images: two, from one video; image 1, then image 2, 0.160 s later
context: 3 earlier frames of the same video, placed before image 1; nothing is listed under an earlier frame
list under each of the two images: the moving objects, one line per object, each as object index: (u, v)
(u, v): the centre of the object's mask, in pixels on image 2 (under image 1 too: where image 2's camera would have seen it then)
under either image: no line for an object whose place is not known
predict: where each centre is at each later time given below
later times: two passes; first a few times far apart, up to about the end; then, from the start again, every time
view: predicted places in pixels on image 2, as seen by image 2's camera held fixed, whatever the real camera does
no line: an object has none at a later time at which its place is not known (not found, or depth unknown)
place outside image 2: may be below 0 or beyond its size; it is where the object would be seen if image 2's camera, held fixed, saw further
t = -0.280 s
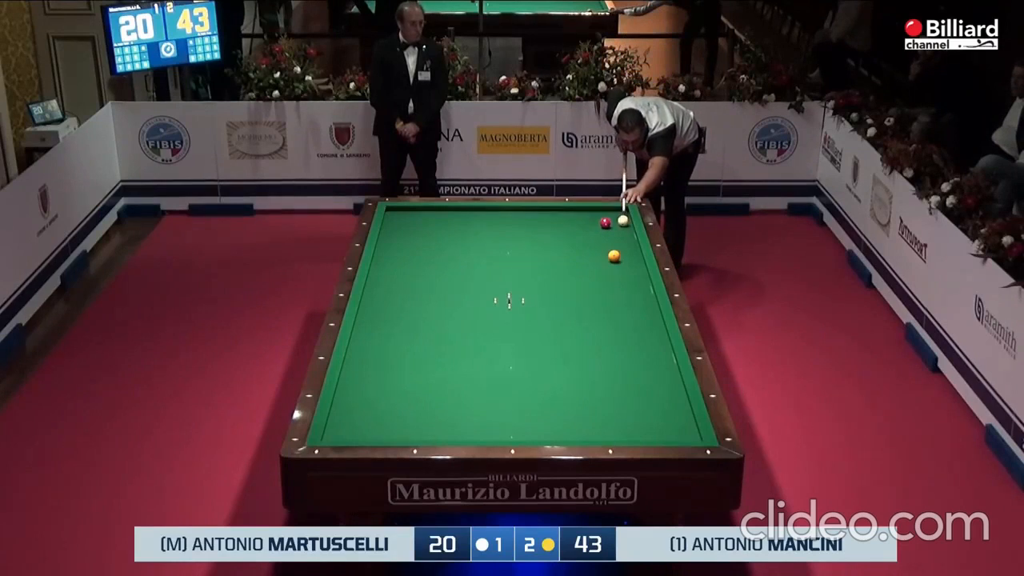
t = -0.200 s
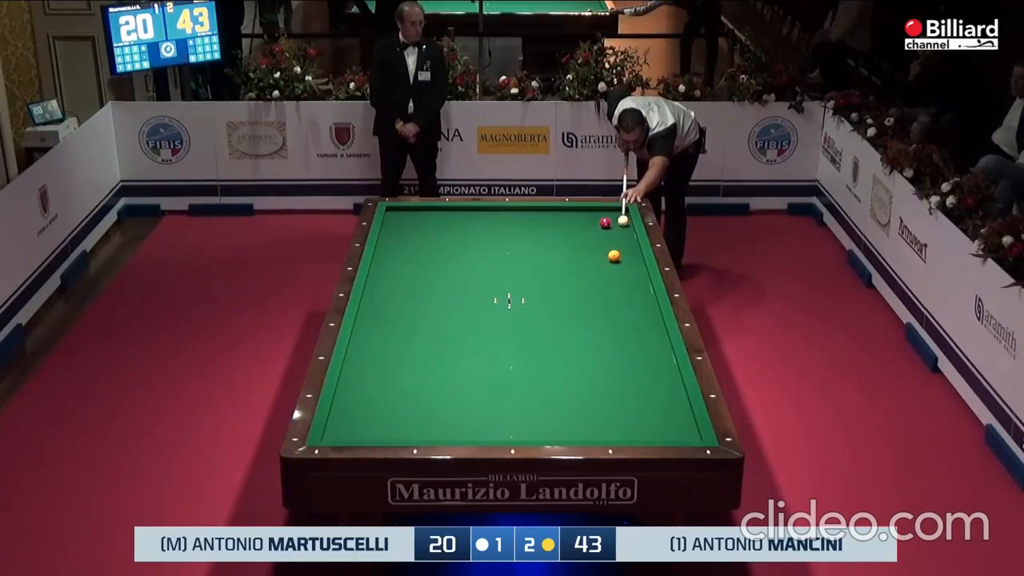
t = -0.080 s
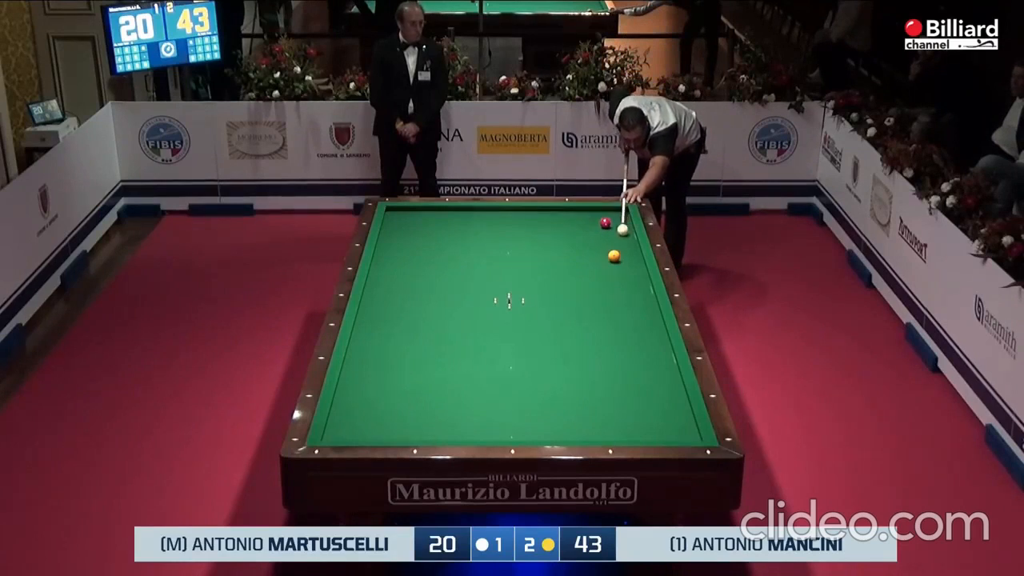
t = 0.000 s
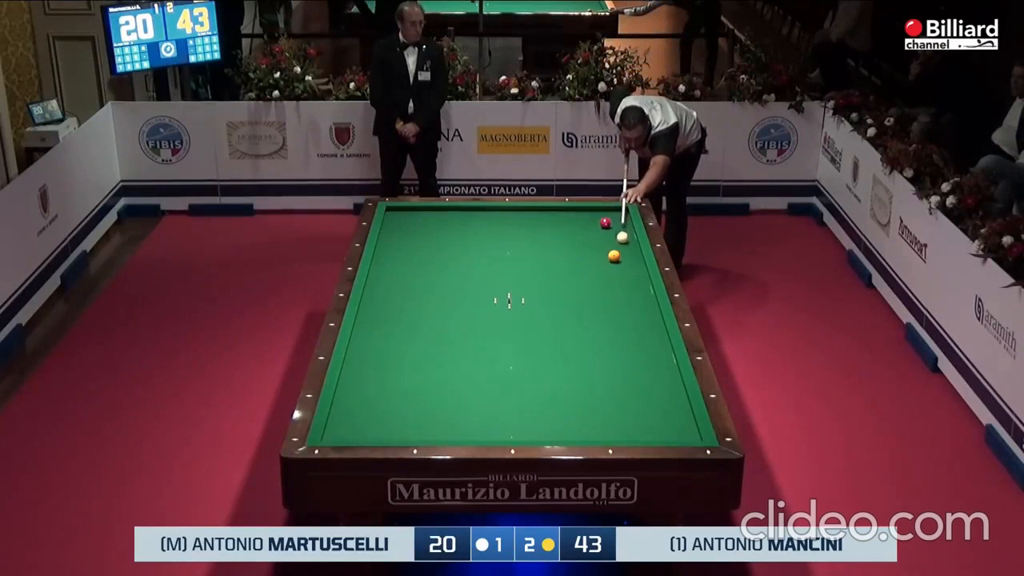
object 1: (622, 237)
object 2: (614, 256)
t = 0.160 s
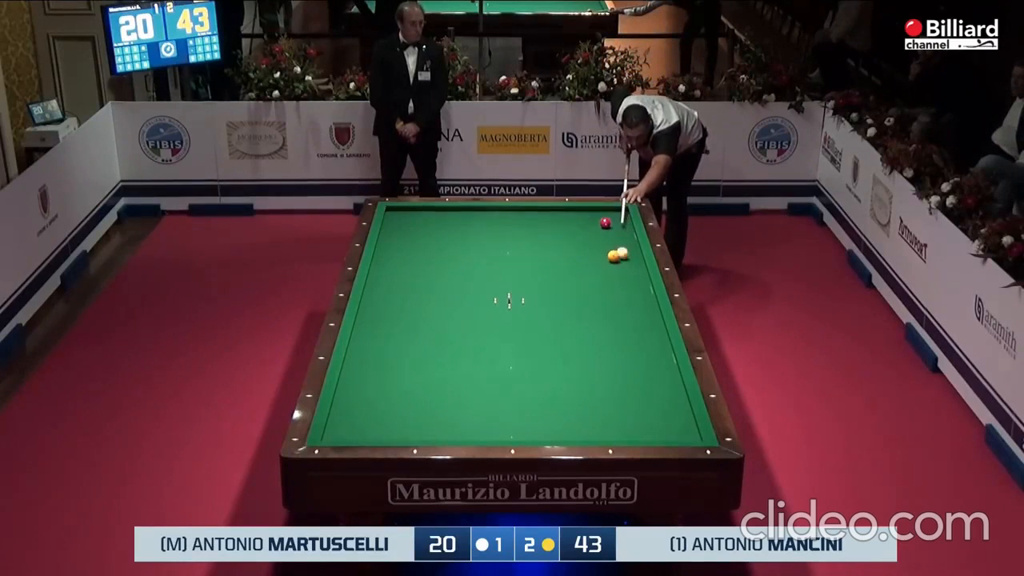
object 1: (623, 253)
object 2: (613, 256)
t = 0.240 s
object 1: (632, 258)
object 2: (603, 261)
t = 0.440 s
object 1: (633, 268)
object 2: (582, 269)
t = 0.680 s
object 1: (625, 281)
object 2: (558, 279)
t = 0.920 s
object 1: (617, 294)
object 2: (533, 289)
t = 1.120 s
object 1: (609, 306)
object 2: (512, 298)
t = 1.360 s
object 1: (600, 321)
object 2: (486, 308)
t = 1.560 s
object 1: (592, 333)
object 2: (465, 317)
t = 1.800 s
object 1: (582, 349)
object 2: (438, 328)
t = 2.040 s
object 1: (571, 365)
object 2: (411, 339)
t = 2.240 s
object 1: (562, 380)
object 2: (387, 349)
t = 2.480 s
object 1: (551, 398)
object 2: (359, 361)
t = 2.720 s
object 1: (539, 416)
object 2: (357, 371)
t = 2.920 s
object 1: (528, 431)
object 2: (367, 379)
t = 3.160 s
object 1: (515, 431)
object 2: (379, 388)
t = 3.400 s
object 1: (502, 421)
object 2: (391, 397)
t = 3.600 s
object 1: (493, 412)
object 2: (401, 405)
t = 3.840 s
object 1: (481, 402)
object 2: (412, 415)
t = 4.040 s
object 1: (473, 394)
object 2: (422, 422)
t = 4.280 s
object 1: (463, 386)
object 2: (434, 431)
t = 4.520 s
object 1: (454, 377)
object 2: (446, 435)
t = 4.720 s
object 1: (446, 370)
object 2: (456, 432)
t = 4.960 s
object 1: (438, 363)
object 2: (467, 429)
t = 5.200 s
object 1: (430, 356)
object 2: (477, 425)
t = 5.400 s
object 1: (424, 350)
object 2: (484, 421)
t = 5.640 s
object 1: (417, 344)
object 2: (494, 417)
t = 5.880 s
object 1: (410, 338)
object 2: (502, 413)
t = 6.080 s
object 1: (405, 334)
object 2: (509, 410)
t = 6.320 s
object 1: (400, 328)
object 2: (516, 406)
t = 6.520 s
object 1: (395, 324)
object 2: (523, 403)
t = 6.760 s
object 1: (390, 320)
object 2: (529, 401)
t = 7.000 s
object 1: (385, 315)
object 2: (535, 398)
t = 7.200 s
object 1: (382, 312)
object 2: (540, 396)
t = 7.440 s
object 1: (377, 308)
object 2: (545, 393)
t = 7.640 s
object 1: (374, 305)
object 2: (549, 392)
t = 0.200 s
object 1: (627, 255)
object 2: (608, 259)
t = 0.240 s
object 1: (632, 258)
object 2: (603, 261)
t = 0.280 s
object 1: (636, 260)
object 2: (598, 263)
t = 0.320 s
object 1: (639, 262)
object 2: (594, 264)
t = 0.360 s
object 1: (637, 264)
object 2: (589, 266)
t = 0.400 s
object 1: (635, 266)
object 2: (585, 268)
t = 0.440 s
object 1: (633, 268)
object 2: (582, 269)
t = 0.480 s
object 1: (632, 270)
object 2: (577, 271)
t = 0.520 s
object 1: (631, 272)
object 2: (573, 273)
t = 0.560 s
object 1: (630, 275)
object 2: (569, 274)
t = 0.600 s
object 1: (628, 277)
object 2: (566, 276)
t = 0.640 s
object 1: (627, 279)
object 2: (562, 278)
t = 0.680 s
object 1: (625, 281)
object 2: (558, 279)
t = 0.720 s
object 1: (624, 283)
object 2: (553, 281)
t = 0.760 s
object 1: (622, 285)
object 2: (549, 282)
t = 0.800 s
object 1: (621, 288)
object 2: (545, 284)
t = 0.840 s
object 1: (620, 290)
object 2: (541, 286)
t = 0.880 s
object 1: (618, 292)
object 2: (537, 288)
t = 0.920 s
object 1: (617, 294)
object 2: (533, 289)
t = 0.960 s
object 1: (615, 297)
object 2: (529, 291)
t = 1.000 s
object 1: (614, 299)
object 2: (525, 293)
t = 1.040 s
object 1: (612, 302)
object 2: (521, 294)
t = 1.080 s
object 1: (611, 304)
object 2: (517, 296)
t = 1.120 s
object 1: (609, 306)
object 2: (512, 298)
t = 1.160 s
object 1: (608, 308)
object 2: (508, 299)
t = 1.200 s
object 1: (606, 311)
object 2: (504, 301)
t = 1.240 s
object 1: (605, 313)
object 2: (499, 303)
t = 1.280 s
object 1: (603, 316)
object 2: (495, 305)
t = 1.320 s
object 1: (602, 318)
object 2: (491, 306)
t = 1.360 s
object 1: (600, 321)
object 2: (486, 308)
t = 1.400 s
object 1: (598, 323)
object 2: (482, 310)
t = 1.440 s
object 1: (597, 326)
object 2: (478, 312)
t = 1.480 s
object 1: (595, 328)
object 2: (473, 313)
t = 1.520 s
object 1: (594, 331)
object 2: (469, 315)
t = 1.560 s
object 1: (592, 333)
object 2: (465, 317)
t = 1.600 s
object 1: (590, 336)
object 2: (460, 319)
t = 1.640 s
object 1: (589, 338)
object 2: (456, 321)
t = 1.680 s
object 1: (587, 341)
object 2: (451, 323)
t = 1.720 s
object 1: (585, 344)
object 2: (447, 324)
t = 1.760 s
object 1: (584, 346)
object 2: (442, 326)
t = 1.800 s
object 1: (582, 349)
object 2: (438, 328)
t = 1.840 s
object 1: (580, 352)
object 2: (434, 330)
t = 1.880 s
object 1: (578, 354)
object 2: (429, 332)
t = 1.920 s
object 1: (577, 357)
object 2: (424, 334)
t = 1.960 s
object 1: (575, 360)
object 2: (420, 335)
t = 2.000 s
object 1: (573, 363)
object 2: (415, 338)
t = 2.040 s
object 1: (571, 365)
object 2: (411, 339)
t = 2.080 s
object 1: (569, 368)
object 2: (406, 342)
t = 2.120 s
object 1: (568, 371)
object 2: (401, 343)
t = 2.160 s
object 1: (566, 374)
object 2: (397, 345)
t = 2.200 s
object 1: (564, 377)
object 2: (392, 347)
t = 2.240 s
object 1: (562, 380)
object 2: (387, 349)
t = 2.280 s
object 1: (560, 383)
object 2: (382, 351)
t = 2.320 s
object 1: (558, 385)
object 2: (378, 353)
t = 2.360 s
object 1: (557, 388)
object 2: (373, 355)
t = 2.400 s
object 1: (554, 392)
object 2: (368, 357)
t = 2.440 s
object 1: (553, 394)
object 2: (364, 359)
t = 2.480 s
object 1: (551, 398)
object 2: (359, 361)
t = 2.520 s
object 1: (549, 401)
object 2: (354, 363)
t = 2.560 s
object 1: (547, 404)
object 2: (349, 365)
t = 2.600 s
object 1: (545, 407)
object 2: (351, 366)
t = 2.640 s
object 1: (543, 410)
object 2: (354, 368)
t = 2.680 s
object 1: (541, 413)
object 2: (356, 369)
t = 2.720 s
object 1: (539, 416)
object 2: (357, 371)
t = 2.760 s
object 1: (537, 419)
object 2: (360, 372)
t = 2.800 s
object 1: (535, 422)
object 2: (361, 374)
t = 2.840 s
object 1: (532, 426)
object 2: (363, 375)
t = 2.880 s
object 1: (530, 429)
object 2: (365, 377)
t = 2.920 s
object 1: (528, 431)
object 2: (367, 379)
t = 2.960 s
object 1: (526, 433)
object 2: (369, 380)
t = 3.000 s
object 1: (524, 435)
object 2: (371, 382)
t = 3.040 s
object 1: (522, 435)
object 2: (373, 383)
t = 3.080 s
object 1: (520, 434)
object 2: (375, 385)
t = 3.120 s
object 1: (517, 433)
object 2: (377, 387)
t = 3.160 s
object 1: (515, 431)
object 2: (379, 388)
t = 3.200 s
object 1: (513, 430)
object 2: (381, 390)
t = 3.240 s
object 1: (511, 428)
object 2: (383, 391)
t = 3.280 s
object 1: (509, 427)
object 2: (385, 393)
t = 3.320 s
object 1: (507, 425)
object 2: (387, 394)
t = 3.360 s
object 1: (505, 423)
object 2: (389, 396)
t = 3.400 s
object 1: (502, 421)
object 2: (391, 397)
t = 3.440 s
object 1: (501, 419)
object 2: (393, 399)
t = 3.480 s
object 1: (499, 417)
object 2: (395, 400)
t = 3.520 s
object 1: (497, 416)
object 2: (397, 402)
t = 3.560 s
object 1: (495, 414)
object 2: (399, 404)
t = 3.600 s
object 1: (493, 412)
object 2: (401, 405)
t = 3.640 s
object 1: (491, 411)
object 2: (403, 407)
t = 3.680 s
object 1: (489, 408)
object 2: (405, 408)
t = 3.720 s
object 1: (487, 407)
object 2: (407, 410)
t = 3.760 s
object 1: (485, 406)
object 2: (409, 411)
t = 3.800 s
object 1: (483, 404)
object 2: (411, 413)
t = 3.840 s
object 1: (481, 402)
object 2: (412, 415)
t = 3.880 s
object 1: (480, 401)
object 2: (415, 416)
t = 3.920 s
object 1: (478, 399)
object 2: (416, 418)
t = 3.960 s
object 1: (476, 397)
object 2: (419, 420)
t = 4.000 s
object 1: (475, 396)
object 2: (420, 421)
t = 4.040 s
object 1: (473, 394)
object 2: (422, 422)
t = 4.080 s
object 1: (471, 393)
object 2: (424, 424)
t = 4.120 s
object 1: (470, 391)
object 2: (427, 425)
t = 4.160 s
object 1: (468, 390)
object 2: (428, 427)
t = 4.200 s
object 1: (466, 388)
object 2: (430, 429)
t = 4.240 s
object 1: (464, 387)
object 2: (432, 430)
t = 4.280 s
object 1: (463, 386)
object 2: (434, 431)
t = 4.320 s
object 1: (461, 384)
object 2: (436, 432)
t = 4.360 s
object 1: (460, 383)
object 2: (439, 433)
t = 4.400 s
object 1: (458, 381)
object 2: (441, 434)
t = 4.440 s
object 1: (456, 380)
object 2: (443, 435)
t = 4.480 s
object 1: (455, 379)
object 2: (445, 436)
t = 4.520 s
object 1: (454, 377)
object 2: (446, 435)
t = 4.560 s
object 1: (452, 375)
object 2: (448, 435)
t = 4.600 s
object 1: (450, 374)
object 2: (450, 434)
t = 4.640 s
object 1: (449, 373)
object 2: (452, 433)
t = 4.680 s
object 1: (447, 372)
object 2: (454, 433)
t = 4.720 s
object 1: (446, 370)
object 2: (456, 432)
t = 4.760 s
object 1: (445, 369)
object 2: (458, 432)
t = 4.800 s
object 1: (443, 368)
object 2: (459, 432)
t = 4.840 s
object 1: (442, 366)
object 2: (461, 431)
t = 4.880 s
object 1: (440, 366)
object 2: (463, 431)
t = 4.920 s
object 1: (439, 364)
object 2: (465, 430)
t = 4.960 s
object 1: (438, 363)
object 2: (467, 429)
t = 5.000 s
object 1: (436, 362)
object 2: (468, 428)
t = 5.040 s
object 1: (435, 361)
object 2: (470, 428)
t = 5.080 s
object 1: (434, 359)
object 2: (472, 427)
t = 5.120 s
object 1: (433, 358)
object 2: (473, 426)
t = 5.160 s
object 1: (431, 357)
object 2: (475, 425)
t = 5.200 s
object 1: (430, 356)
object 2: (477, 425)
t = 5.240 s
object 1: (429, 354)
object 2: (478, 424)
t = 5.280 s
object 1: (427, 354)
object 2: (480, 423)
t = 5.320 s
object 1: (426, 353)
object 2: (481, 423)
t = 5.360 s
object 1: (425, 352)
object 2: (483, 422)
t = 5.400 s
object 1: (424, 350)
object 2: (484, 421)
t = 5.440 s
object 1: (422, 349)
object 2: (486, 420)
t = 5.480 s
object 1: (421, 348)
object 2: (488, 420)
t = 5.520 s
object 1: (420, 347)
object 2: (489, 419)
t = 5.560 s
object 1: (419, 346)
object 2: (491, 418)
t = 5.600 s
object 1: (418, 345)
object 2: (492, 417)
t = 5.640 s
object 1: (417, 344)
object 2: (494, 417)
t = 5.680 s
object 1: (416, 343)
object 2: (495, 416)
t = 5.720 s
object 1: (415, 342)
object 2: (496, 415)
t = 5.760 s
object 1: (413, 341)
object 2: (498, 415)
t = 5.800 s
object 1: (412, 340)
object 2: (500, 414)
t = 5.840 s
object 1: (411, 339)
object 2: (501, 413)
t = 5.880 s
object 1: (410, 338)
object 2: (502, 413)
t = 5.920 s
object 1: (409, 337)
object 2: (503, 412)
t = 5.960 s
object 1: (408, 336)
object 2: (505, 411)
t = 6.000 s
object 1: (407, 335)
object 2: (506, 411)
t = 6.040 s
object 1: (406, 334)
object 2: (508, 410)
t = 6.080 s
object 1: (405, 334)
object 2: (509, 410)
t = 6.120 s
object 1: (404, 333)
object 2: (510, 409)
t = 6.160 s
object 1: (403, 332)
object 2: (512, 409)
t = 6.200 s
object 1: (402, 331)
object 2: (513, 408)
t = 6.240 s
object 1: (401, 330)
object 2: (514, 407)
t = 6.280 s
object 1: (400, 329)
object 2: (515, 407)
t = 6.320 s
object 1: (400, 328)
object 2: (516, 406)
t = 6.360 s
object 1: (399, 328)
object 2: (518, 406)
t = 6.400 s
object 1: (398, 327)
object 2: (519, 405)
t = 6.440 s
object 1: (397, 326)
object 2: (520, 405)
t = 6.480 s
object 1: (396, 325)
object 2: (521, 404)
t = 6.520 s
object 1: (395, 324)
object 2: (523, 403)
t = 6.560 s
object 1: (394, 323)
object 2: (523, 403)
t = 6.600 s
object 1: (394, 323)
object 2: (525, 403)
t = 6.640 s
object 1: (393, 322)
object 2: (526, 402)
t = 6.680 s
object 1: (392, 321)
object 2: (527, 402)
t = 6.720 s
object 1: (391, 321)
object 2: (528, 401)
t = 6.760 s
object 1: (390, 320)
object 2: (529, 401)
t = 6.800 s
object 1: (389, 319)
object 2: (530, 400)
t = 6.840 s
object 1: (389, 318)
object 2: (531, 400)
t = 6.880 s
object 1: (388, 317)
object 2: (532, 399)
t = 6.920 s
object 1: (387, 317)
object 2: (533, 399)
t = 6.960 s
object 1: (386, 316)
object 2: (534, 399)
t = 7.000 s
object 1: (385, 315)
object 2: (535, 398)
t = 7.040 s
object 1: (385, 314)
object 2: (536, 398)
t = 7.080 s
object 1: (384, 314)
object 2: (537, 397)
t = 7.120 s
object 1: (383, 313)
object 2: (538, 397)
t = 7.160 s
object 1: (383, 312)
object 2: (539, 396)
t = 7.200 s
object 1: (382, 312)
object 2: (540, 396)
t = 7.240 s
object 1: (381, 311)
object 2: (540, 396)
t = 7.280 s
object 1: (380, 310)
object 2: (541, 395)
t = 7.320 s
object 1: (380, 310)
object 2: (542, 395)
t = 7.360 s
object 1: (379, 309)
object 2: (543, 394)
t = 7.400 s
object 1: (378, 308)
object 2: (544, 394)
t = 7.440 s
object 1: (377, 308)
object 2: (545, 393)
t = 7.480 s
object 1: (377, 307)
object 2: (546, 393)
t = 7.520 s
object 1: (376, 307)
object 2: (547, 393)
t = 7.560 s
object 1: (375, 306)
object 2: (547, 393)
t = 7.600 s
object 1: (375, 305)
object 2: (548, 392)
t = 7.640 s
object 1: (374, 305)
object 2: (549, 392)
